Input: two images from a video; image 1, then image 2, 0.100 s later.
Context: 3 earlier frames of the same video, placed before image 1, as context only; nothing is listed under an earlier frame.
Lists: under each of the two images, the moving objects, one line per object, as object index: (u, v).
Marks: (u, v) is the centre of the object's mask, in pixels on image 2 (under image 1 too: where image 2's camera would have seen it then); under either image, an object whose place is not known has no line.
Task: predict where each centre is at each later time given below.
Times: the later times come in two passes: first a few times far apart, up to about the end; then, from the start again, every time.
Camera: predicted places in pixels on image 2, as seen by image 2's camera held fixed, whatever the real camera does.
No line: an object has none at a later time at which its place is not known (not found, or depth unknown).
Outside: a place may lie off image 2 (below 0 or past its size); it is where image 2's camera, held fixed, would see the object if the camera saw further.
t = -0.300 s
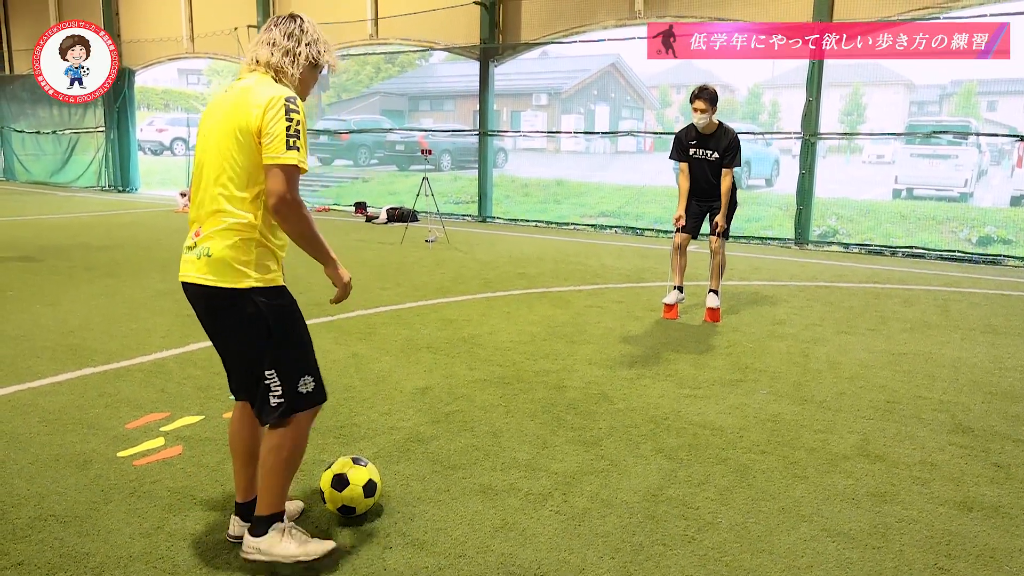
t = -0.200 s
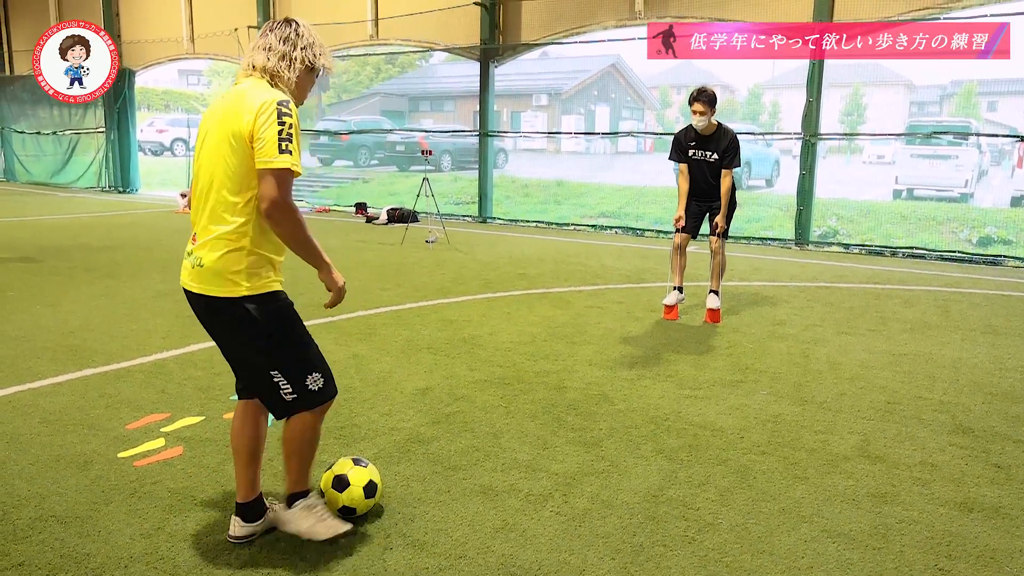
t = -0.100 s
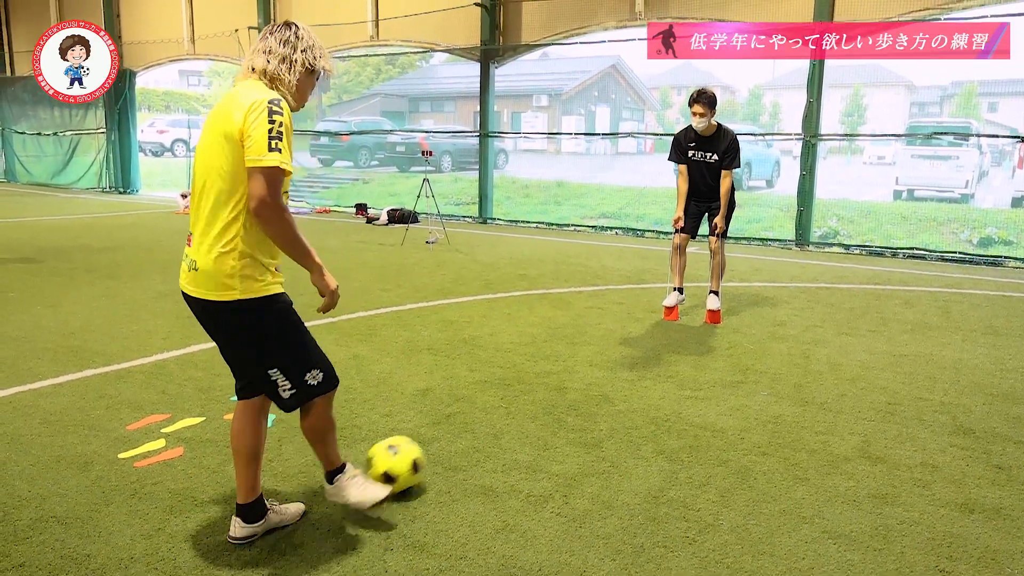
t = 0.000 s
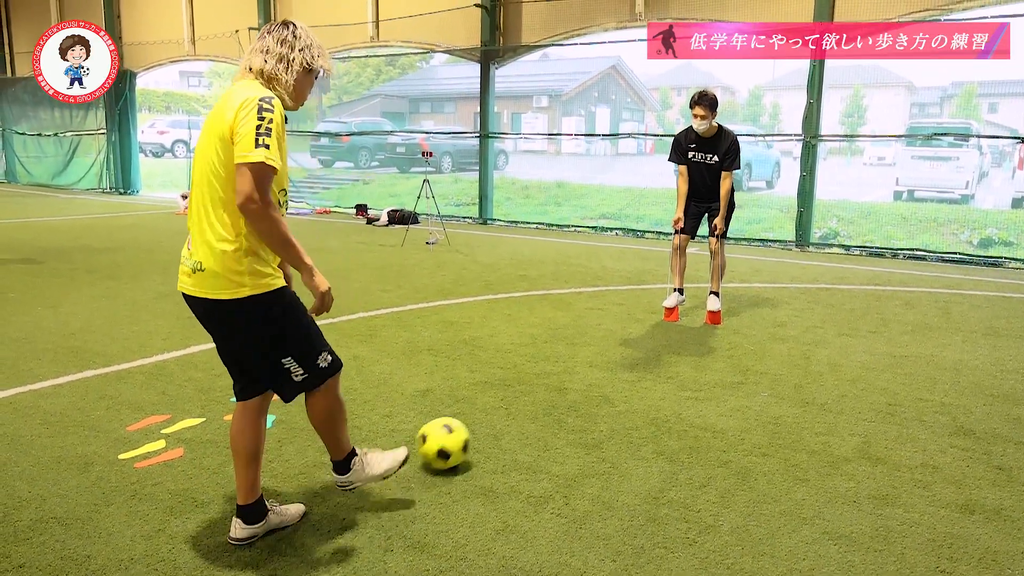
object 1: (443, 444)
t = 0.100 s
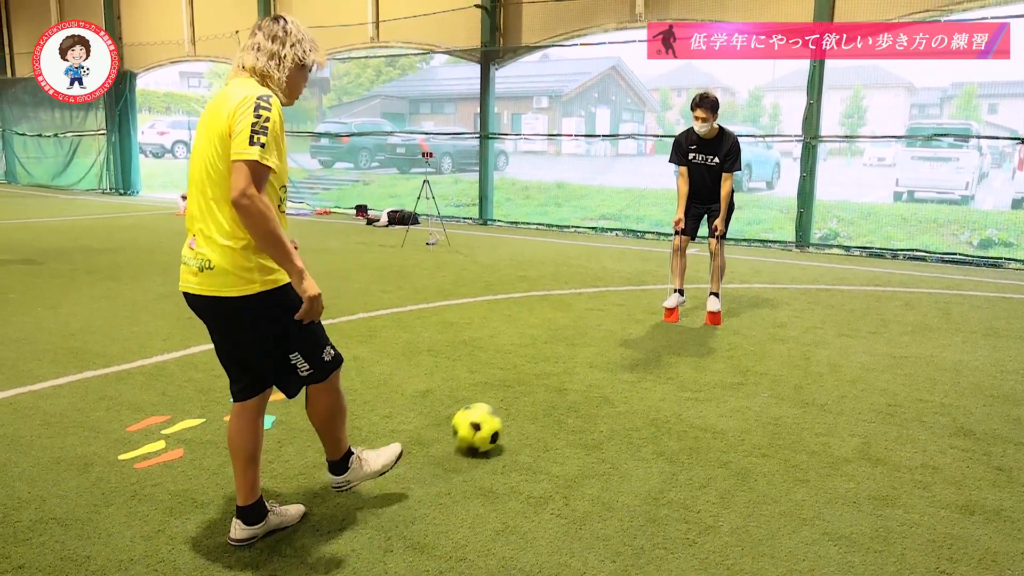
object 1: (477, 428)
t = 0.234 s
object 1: (515, 410)
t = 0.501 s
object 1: (577, 384)
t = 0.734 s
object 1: (622, 366)
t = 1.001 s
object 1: (664, 350)
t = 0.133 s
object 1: (487, 423)
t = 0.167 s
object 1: (497, 419)
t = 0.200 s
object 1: (506, 414)
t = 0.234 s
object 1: (515, 410)
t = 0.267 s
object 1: (524, 406)
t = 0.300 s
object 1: (532, 402)
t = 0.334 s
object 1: (540, 398)
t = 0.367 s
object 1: (548, 396)
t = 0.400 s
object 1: (555, 393)
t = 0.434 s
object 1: (563, 390)
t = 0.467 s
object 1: (570, 388)
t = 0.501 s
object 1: (577, 384)
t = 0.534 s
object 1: (584, 382)
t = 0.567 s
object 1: (591, 378)
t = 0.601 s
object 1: (597, 377)
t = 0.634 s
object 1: (604, 374)
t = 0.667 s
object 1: (610, 371)
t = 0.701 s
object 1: (616, 369)
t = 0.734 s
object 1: (622, 366)
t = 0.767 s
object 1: (628, 365)
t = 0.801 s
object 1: (633, 362)
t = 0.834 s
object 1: (639, 360)
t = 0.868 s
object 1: (644, 358)
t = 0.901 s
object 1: (650, 355)
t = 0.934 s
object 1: (654, 352)
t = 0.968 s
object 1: (659, 351)
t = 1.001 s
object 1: (664, 350)
